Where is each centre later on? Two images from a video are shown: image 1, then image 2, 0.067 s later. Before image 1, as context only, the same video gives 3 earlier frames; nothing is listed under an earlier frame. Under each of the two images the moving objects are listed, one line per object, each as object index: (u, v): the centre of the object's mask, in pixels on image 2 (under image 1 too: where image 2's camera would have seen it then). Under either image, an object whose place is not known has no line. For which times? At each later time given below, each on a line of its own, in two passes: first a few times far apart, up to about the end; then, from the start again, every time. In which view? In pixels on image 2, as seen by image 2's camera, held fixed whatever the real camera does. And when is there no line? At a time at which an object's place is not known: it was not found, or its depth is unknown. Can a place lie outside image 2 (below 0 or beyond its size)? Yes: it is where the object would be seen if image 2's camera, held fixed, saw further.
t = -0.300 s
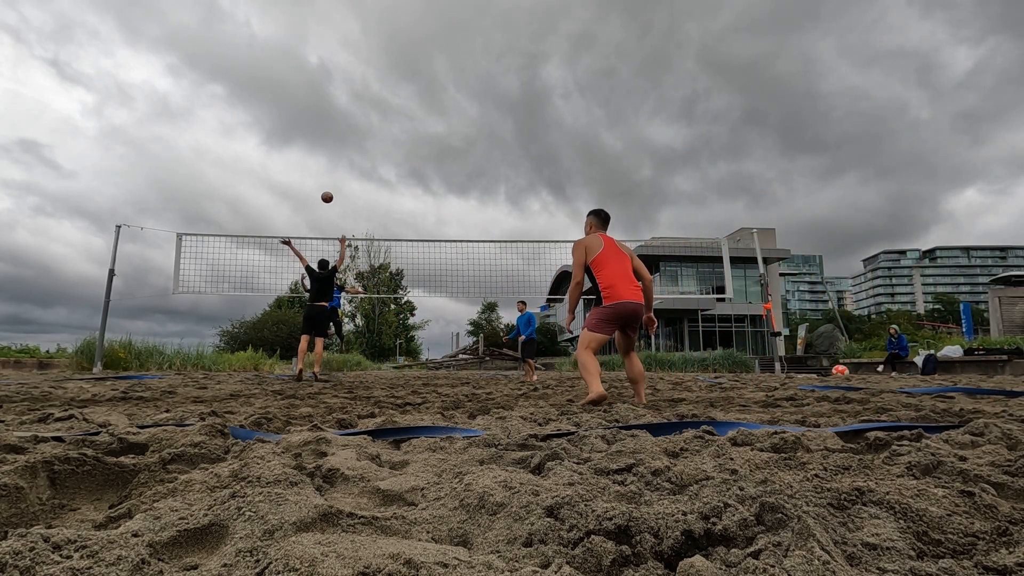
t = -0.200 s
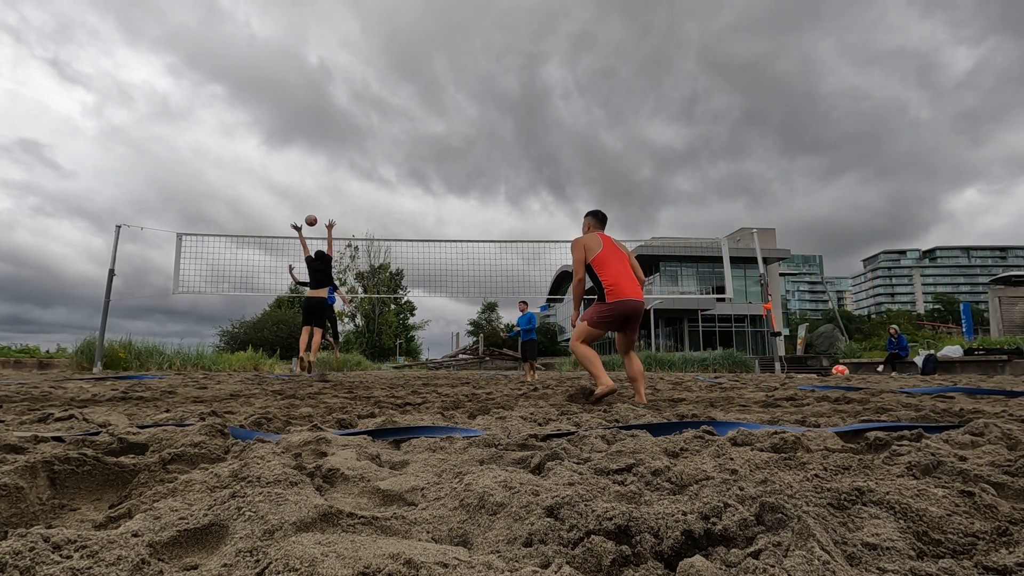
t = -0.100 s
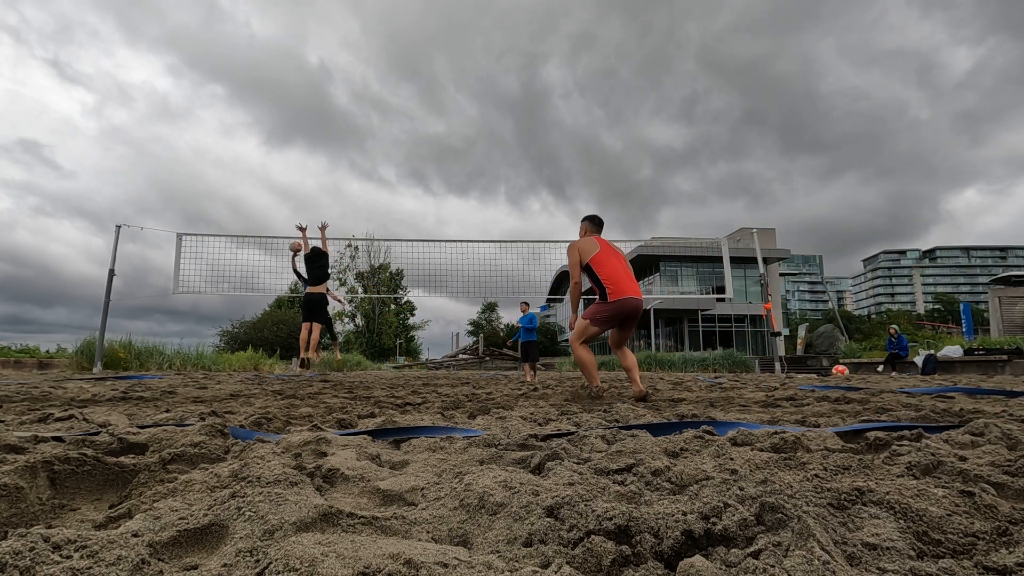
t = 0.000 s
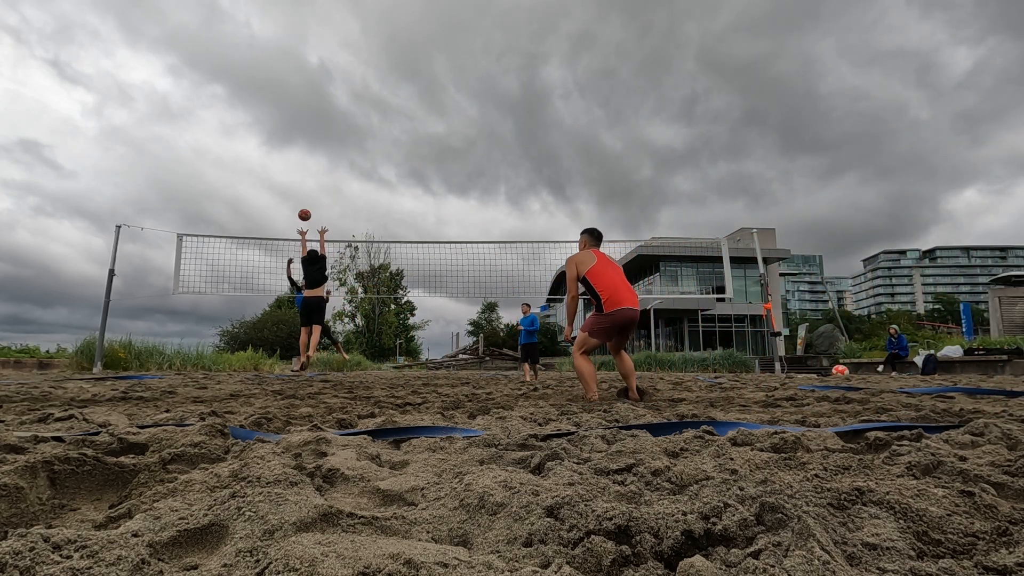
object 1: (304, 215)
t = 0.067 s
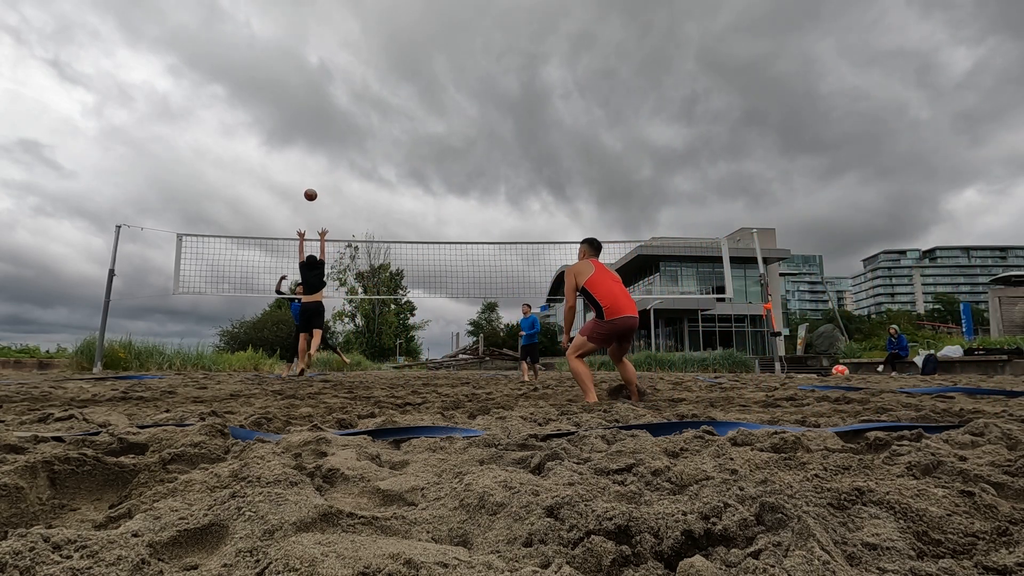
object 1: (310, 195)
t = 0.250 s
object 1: (327, 148)
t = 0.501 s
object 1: (350, 107)
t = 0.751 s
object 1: (377, 101)
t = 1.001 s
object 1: (409, 143)
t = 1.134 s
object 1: (431, 194)
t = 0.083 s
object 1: (312, 190)
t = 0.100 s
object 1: (313, 185)
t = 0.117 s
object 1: (315, 181)
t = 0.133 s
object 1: (316, 176)
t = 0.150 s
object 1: (318, 172)
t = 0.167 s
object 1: (319, 167)
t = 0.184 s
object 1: (321, 163)
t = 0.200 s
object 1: (322, 159)
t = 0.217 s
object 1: (324, 155)
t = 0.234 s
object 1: (325, 152)
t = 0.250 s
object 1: (327, 148)
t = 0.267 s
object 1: (328, 144)
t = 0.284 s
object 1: (330, 141)
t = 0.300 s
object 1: (331, 137)
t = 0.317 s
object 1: (333, 134)
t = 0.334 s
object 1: (334, 131)
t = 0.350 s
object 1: (336, 128)
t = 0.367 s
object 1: (337, 125)
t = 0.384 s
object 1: (339, 122)
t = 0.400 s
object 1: (340, 119)
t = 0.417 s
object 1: (342, 117)
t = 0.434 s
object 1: (343, 115)
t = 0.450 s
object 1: (345, 113)
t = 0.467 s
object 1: (347, 111)
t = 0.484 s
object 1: (348, 109)
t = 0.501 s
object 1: (350, 107)
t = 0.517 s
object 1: (352, 105)
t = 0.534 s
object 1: (353, 104)
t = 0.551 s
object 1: (355, 102)
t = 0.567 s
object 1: (357, 101)
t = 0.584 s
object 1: (358, 100)
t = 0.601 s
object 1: (360, 100)
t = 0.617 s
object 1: (362, 99)
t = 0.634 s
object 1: (364, 98)
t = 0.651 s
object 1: (365, 98)
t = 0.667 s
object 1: (367, 98)
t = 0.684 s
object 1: (369, 98)
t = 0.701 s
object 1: (371, 99)
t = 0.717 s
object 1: (373, 99)
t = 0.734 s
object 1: (375, 100)
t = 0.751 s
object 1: (377, 101)
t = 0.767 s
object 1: (379, 102)
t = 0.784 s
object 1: (381, 103)
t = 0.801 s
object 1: (383, 105)
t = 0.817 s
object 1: (385, 106)
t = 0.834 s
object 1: (387, 109)
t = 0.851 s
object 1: (389, 111)
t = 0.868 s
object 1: (391, 114)
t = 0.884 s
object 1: (393, 116)
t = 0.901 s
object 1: (396, 119)
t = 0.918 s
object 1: (398, 123)
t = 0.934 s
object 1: (400, 126)
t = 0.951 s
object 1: (403, 130)
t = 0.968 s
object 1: (405, 134)
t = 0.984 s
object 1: (407, 139)
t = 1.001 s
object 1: (409, 143)
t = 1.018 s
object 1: (412, 148)
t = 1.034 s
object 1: (415, 154)
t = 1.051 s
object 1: (417, 159)
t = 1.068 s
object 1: (420, 165)
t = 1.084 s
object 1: (422, 172)
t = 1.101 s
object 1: (425, 179)
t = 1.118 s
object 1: (428, 186)
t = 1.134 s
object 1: (431, 194)
